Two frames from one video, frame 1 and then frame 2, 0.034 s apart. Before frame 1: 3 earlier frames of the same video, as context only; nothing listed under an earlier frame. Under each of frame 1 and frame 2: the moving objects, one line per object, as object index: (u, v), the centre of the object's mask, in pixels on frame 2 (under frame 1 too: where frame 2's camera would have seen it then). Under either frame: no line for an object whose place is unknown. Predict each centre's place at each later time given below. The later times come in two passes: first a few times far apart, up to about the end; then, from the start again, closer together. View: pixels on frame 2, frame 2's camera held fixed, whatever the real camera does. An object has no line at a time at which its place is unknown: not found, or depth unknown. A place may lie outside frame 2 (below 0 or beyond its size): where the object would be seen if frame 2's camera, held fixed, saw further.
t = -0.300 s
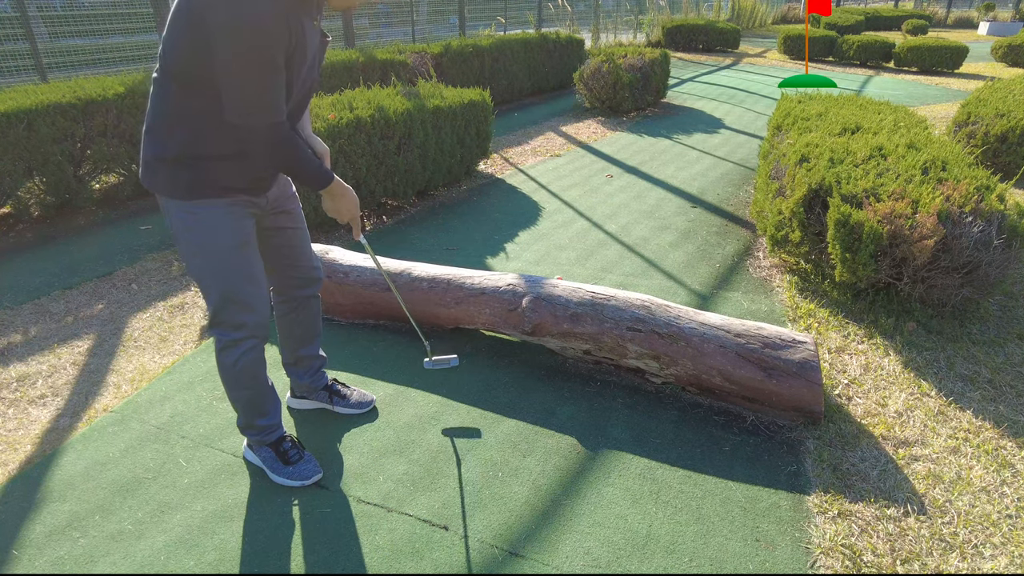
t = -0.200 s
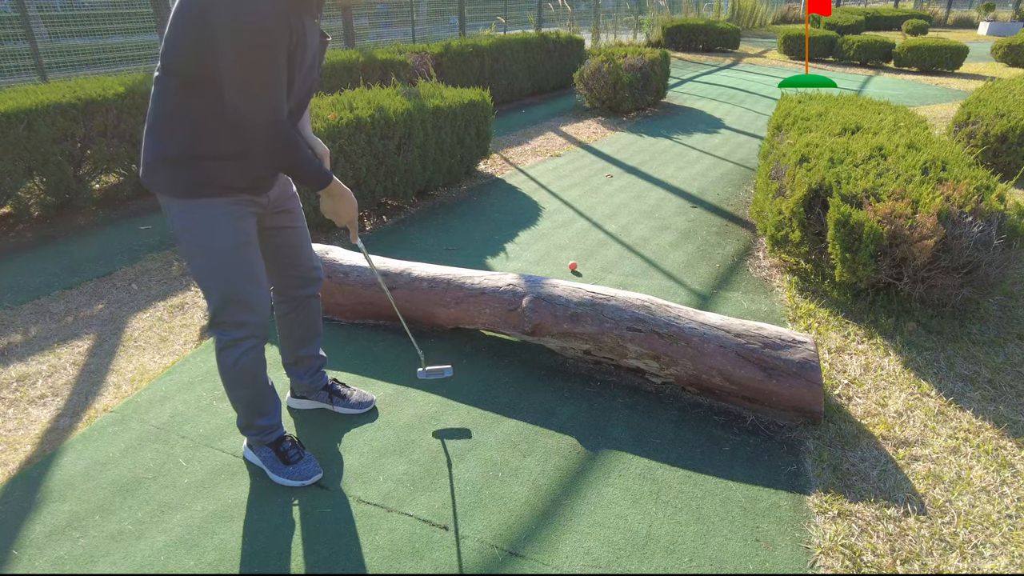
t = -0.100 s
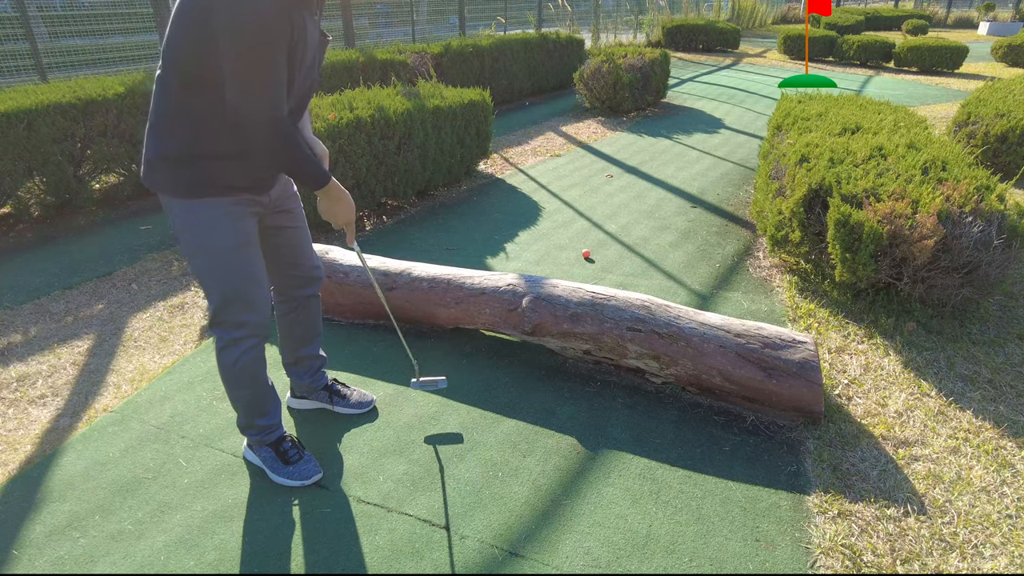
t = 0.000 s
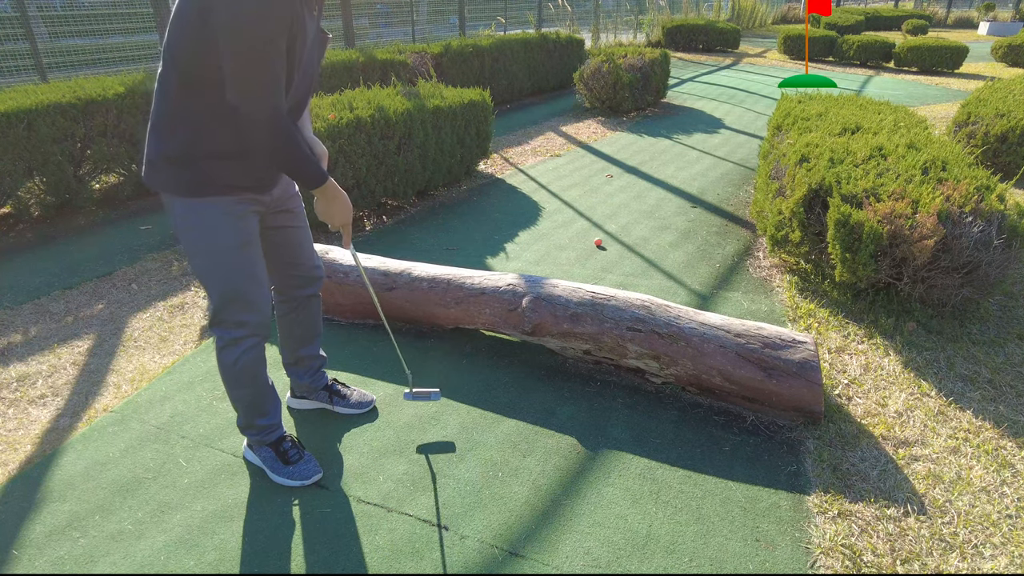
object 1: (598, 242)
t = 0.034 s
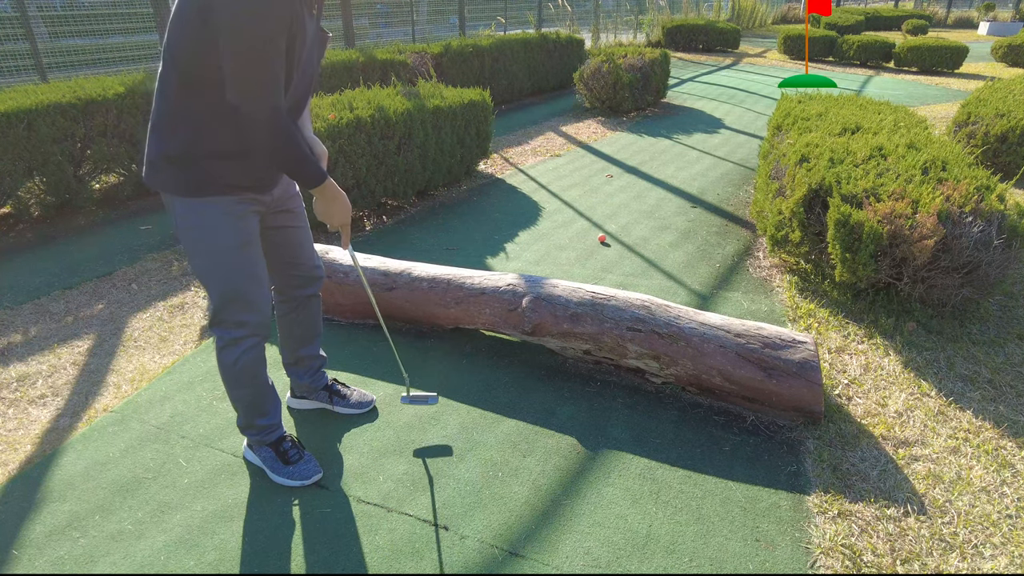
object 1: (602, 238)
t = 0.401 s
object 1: (636, 204)
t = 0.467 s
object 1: (641, 199)
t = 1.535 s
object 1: (695, 146)
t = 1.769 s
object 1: (702, 139)
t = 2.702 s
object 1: (721, 119)
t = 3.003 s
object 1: (726, 114)
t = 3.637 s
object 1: (735, 108)
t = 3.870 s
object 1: (738, 106)
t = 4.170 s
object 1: (742, 105)
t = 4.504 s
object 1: (746, 105)
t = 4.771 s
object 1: (749, 105)
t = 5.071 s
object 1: (752, 106)
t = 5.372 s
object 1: (755, 106)
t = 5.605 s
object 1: (758, 107)
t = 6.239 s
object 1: (771, 109)
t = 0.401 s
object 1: (636, 204)
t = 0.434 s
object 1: (639, 202)
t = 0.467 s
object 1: (641, 199)
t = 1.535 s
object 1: (695, 146)
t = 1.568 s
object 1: (696, 146)
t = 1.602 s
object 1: (697, 144)
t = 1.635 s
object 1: (699, 143)
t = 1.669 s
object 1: (700, 142)
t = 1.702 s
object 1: (700, 141)
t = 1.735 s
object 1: (701, 140)
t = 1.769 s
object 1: (702, 139)
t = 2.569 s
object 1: (719, 121)
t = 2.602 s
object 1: (719, 121)
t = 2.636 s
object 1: (719, 121)
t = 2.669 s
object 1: (720, 120)
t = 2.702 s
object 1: (721, 119)
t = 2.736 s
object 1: (722, 119)
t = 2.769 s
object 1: (722, 118)
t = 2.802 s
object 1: (723, 118)
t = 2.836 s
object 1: (723, 117)
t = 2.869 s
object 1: (724, 117)
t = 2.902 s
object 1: (725, 116)
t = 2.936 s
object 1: (725, 115)
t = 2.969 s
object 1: (726, 115)
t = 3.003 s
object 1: (726, 114)
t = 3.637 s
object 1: (735, 108)
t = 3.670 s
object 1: (736, 107)
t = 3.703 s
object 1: (736, 107)
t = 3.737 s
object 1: (737, 107)
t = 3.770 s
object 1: (737, 106)
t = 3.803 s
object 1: (737, 106)
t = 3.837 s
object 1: (738, 106)
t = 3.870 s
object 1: (738, 106)
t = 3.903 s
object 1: (739, 106)
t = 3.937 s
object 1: (739, 106)
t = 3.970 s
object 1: (740, 106)
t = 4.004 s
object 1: (740, 105)
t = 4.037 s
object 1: (740, 105)
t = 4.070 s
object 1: (741, 105)
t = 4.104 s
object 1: (741, 105)
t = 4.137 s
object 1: (741, 105)
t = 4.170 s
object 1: (742, 105)
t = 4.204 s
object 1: (742, 105)
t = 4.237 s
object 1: (743, 105)
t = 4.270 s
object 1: (743, 105)
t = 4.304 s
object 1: (743, 105)
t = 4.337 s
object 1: (744, 105)
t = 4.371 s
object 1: (745, 105)
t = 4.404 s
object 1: (745, 105)
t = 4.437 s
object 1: (746, 105)
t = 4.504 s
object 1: (746, 105)
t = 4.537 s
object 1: (747, 105)
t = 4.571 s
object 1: (747, 105)
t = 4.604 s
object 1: (747, 105)
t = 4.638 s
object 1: (748, 105)
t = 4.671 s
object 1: (748, 105)
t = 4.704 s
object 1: (748, 105)
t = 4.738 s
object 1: (749, 105)
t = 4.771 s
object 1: (749, 105)
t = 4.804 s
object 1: (749, 105)
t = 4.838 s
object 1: (750, 105)
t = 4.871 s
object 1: (750, 105)
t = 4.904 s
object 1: (751, 105)
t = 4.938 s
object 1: (751, 105)
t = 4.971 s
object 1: (751, 105)
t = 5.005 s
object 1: (751, 106)
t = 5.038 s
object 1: (752, 106)
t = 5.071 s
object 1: (752, 106)
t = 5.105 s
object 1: (752, 106)
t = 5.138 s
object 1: (752, 106)
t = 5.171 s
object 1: (752, 106)
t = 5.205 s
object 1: (753, 106)
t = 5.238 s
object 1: (753, 106)
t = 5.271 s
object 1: (753, 106)
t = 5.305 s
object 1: (754, 106)
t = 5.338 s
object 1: (754, 106)
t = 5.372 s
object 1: (755, 106)
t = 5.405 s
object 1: (755, 106)
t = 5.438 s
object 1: (755, 106)
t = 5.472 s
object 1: (756, 106)
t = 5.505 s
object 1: (756, 106)
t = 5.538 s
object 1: (757, 106)
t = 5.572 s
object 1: (757, 106)
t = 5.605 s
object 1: (758, 107)
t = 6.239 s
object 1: (771, 109)
